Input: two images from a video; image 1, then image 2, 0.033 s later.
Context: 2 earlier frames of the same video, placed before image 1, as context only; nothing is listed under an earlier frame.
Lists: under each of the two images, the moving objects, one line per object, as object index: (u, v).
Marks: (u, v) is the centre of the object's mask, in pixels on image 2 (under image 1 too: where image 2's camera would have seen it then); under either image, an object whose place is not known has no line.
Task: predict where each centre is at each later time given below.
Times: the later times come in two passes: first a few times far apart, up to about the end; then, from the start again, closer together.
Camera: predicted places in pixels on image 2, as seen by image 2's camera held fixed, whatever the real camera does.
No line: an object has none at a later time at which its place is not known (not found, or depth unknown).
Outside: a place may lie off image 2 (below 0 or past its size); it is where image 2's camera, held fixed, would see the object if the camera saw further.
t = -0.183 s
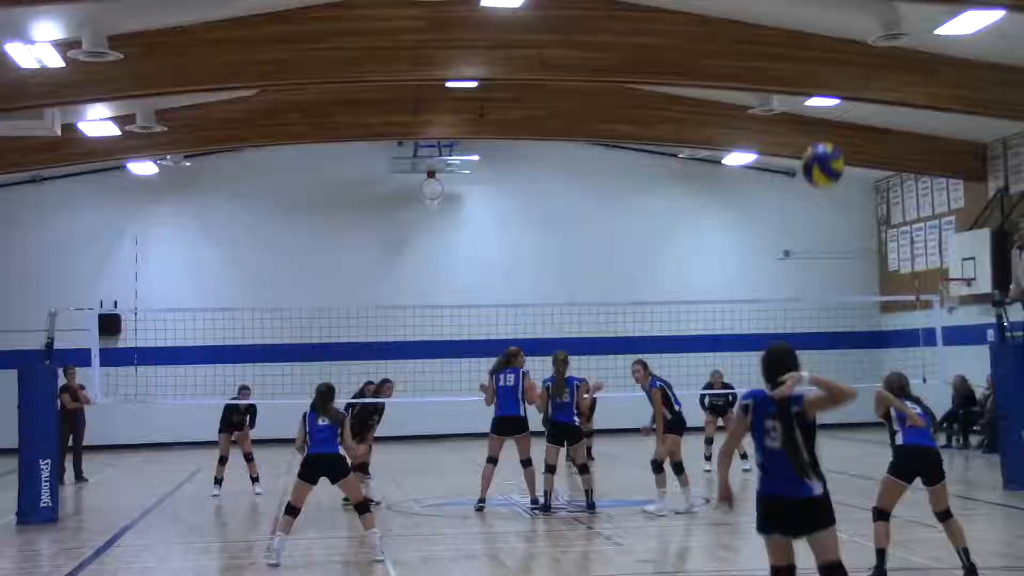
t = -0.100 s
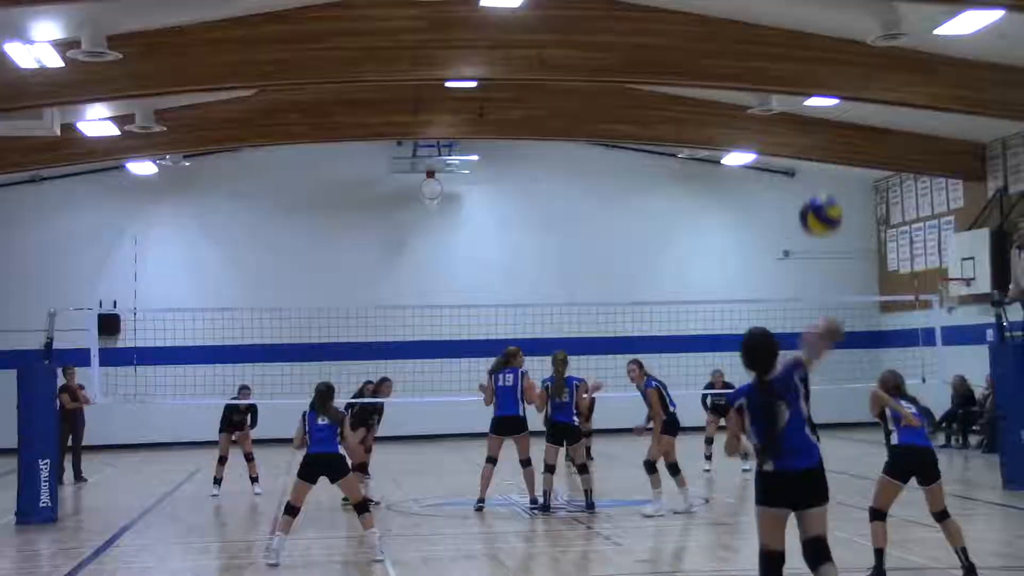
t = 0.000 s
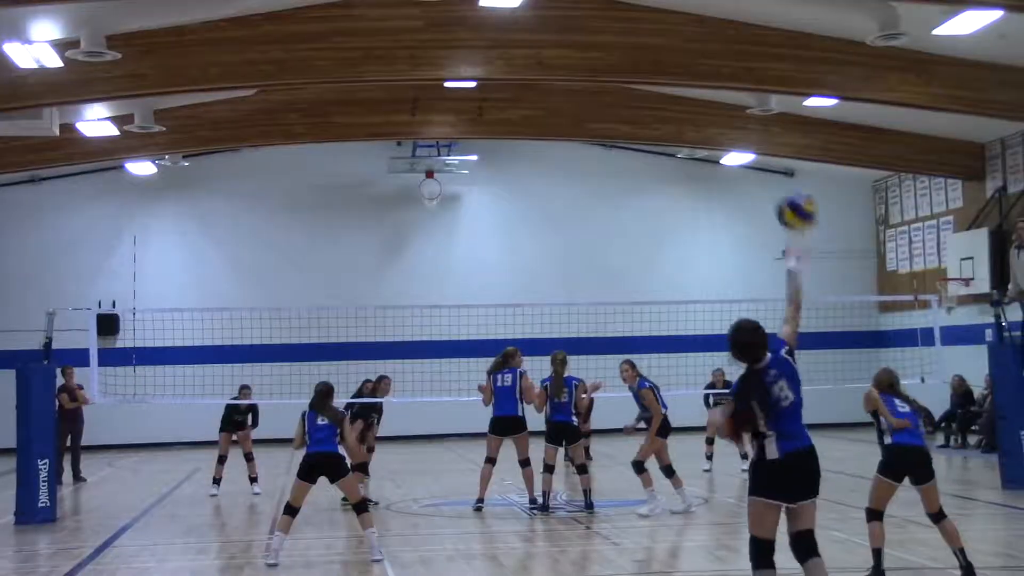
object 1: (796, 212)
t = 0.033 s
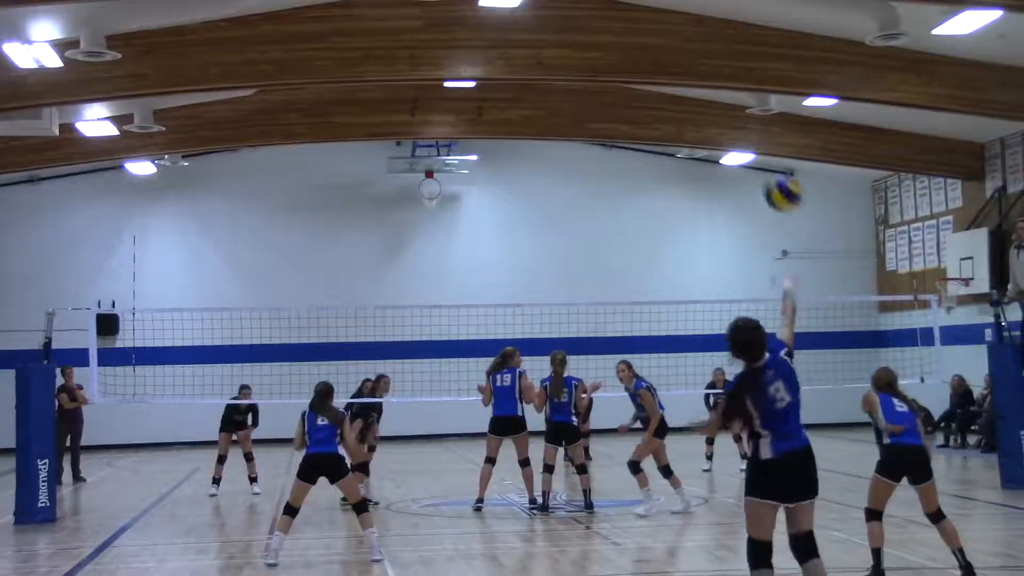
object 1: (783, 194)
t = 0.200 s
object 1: (738, 141)
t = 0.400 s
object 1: (718, 144)
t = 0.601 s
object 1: (706, 192)
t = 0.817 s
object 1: (690, 268)
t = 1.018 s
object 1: (680, 324)
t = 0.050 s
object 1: (777, 186)
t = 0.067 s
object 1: (772, 178)
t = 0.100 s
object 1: (762, 166)
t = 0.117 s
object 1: (757, 161)
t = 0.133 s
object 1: (754, 156)
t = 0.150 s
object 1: (750, 152)
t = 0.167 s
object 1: (746, 148)
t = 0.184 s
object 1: (742, 143)
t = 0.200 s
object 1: (738, 141)
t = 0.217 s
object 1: (737, 139)
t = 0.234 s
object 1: (734, 137)
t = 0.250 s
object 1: (731, 136)
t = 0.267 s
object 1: (729, 136)
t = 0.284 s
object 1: (728, 137)
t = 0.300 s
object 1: (726, 136)
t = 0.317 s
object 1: (724, 136)
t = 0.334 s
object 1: (722, 137)
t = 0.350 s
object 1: (720, 139)
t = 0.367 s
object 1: (718, 140)
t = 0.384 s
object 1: (718, 143)
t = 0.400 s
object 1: (718, 144)
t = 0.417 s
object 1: (716, 147)
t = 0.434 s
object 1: (713, 150)
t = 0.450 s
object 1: (713, 152)
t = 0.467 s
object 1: (713, 157)
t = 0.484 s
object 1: (712, 161)
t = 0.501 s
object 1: (712, 164)
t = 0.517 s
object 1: (711, 168)
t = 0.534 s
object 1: (710, 173)
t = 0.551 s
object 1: (710, 177)
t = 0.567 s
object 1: (708, 183)
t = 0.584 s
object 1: (707, 187)
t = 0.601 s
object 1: (706, 192)
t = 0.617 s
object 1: (705, 198)
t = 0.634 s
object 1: (703, 203)
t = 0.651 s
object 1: (702, 208)
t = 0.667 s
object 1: (701, 214)
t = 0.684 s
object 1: (700, 220)
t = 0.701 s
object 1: (699, 225)
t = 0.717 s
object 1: (698, 231)
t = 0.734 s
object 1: (696, 237)
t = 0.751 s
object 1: (695, 243)
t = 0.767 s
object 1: (694, 249)
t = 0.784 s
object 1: (693, 255)
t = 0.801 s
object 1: (691, 261)
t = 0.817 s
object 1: (690, 268)
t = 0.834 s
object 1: (689, 274)
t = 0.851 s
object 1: (688, 280)
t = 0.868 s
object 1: (687, 287)
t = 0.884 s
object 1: (686, 293)
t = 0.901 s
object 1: (685, 295)
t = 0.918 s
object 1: (685, 299)
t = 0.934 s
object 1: (684, 303)
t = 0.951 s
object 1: (683, 305)
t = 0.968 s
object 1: (683, 312)
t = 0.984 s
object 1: (682, 315)
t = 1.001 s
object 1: (681, 320)
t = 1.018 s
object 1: (680, 324)
